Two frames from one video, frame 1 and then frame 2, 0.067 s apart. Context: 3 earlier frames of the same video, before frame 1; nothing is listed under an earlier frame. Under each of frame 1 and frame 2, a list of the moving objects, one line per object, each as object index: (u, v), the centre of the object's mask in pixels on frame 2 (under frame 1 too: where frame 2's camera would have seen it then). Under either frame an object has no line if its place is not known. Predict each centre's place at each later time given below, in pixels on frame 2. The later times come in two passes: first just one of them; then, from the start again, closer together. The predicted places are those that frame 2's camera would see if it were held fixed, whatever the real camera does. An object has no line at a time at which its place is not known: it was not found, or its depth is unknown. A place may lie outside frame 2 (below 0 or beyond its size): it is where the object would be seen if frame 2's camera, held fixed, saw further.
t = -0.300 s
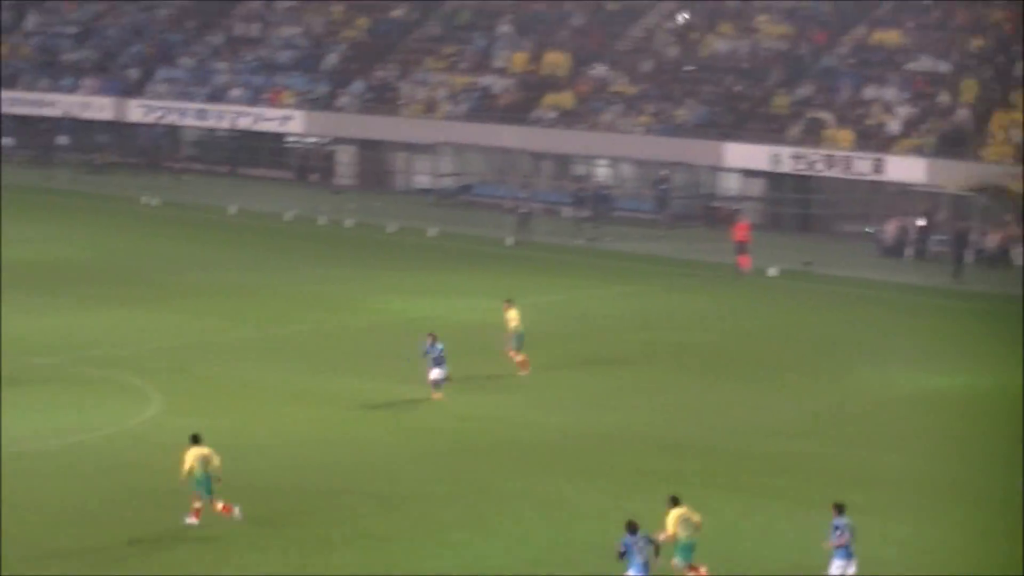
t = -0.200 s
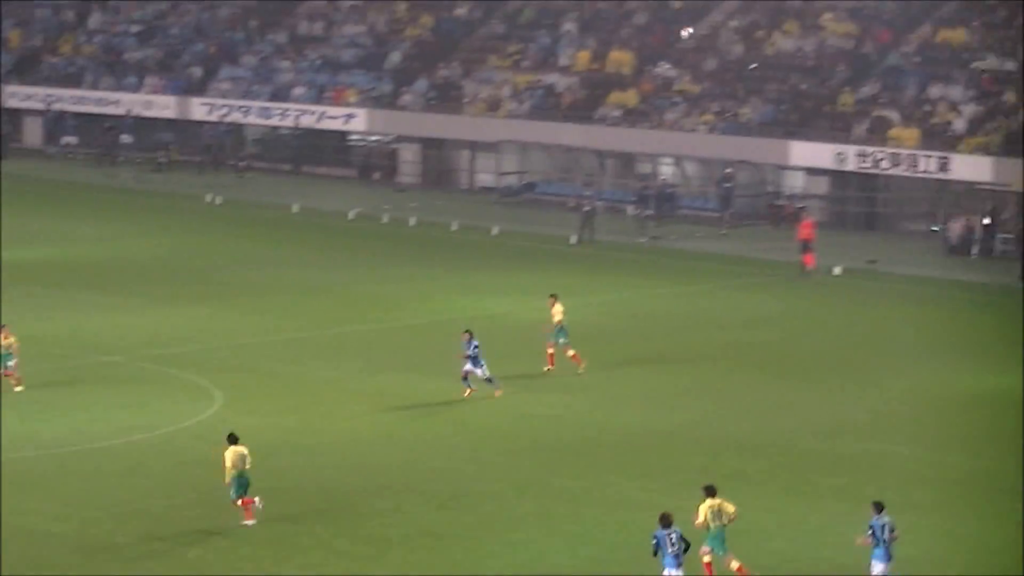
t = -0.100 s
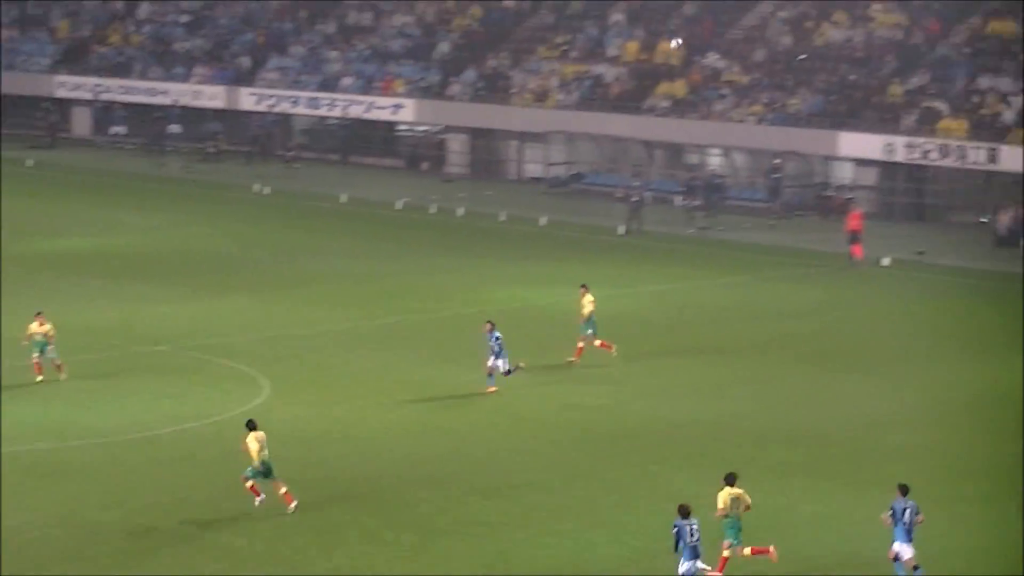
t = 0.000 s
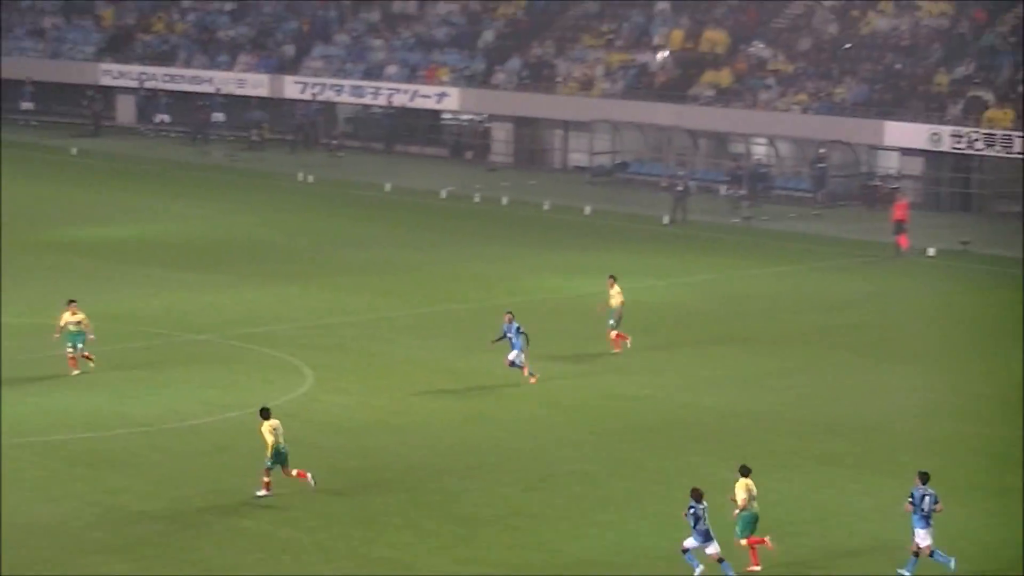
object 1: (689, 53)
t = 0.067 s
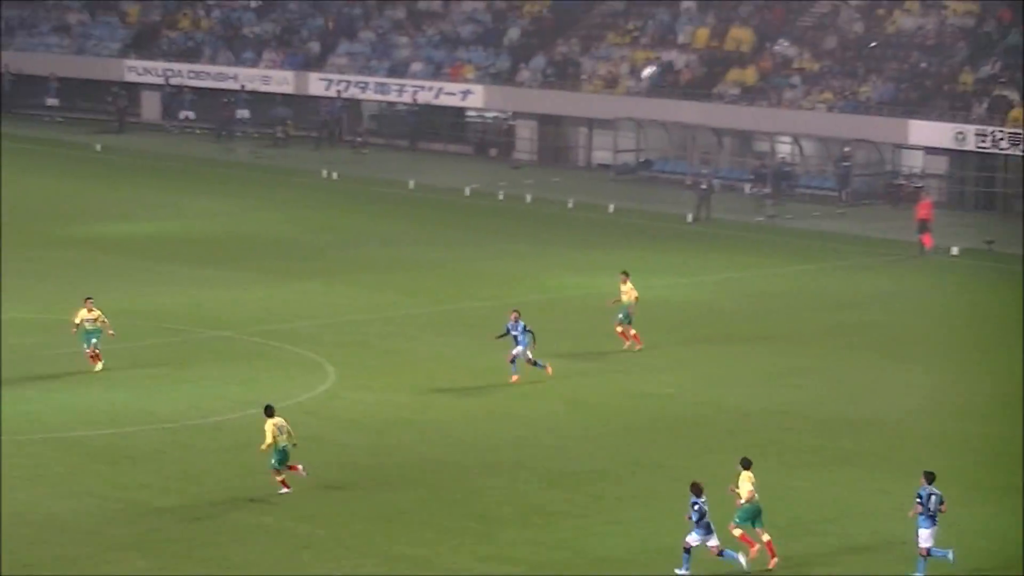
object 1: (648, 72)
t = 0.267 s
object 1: (534, 136)
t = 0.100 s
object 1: (629, 80)
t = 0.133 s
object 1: (608, 91)
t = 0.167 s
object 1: (589, 102)
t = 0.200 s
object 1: (570, 113)
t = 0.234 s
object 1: (552, 123)
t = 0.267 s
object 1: (534, 136)
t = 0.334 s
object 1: (500, 161)
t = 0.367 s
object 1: (483, 172)
